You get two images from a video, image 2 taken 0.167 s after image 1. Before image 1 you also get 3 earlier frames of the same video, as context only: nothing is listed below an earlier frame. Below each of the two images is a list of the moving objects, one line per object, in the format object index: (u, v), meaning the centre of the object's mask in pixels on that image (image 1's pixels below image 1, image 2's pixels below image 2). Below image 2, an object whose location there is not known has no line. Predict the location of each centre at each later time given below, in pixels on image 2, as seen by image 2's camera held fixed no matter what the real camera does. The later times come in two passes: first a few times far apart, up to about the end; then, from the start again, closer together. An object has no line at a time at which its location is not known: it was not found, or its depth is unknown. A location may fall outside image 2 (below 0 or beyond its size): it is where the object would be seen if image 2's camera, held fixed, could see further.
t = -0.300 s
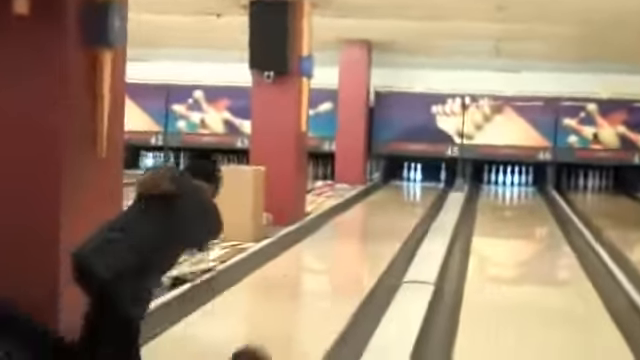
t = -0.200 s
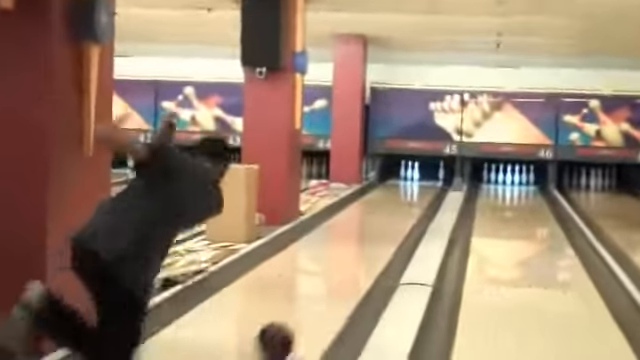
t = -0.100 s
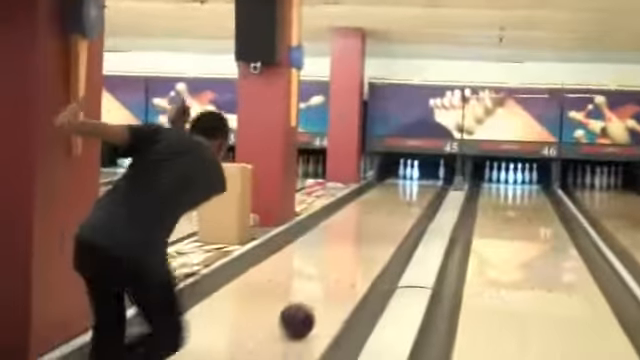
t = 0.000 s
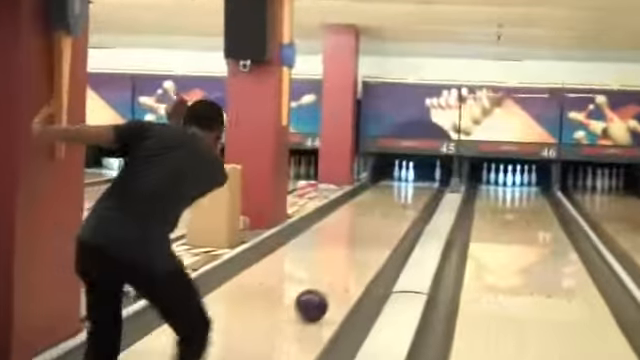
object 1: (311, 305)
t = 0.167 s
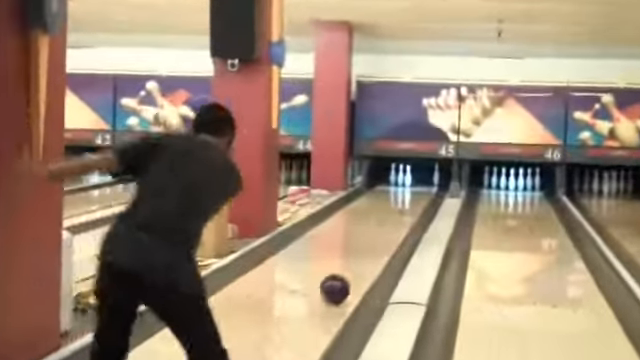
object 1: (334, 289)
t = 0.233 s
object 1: (346, 276)
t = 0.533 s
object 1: (377, 249)
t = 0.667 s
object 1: (385, 237)
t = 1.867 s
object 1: (399, 188)
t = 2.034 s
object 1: (396, 183)
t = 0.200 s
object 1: (341, 282)
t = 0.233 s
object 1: (346, 276)
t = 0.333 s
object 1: (360, 266)
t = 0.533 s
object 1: (377, 249)
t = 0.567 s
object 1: (379, 246)
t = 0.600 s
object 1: (381, 242)
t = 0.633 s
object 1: (383, 240)
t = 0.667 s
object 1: (385, 237)
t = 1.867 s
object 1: (399, 188)
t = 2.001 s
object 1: (396, 184)
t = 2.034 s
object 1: (396, 183)
